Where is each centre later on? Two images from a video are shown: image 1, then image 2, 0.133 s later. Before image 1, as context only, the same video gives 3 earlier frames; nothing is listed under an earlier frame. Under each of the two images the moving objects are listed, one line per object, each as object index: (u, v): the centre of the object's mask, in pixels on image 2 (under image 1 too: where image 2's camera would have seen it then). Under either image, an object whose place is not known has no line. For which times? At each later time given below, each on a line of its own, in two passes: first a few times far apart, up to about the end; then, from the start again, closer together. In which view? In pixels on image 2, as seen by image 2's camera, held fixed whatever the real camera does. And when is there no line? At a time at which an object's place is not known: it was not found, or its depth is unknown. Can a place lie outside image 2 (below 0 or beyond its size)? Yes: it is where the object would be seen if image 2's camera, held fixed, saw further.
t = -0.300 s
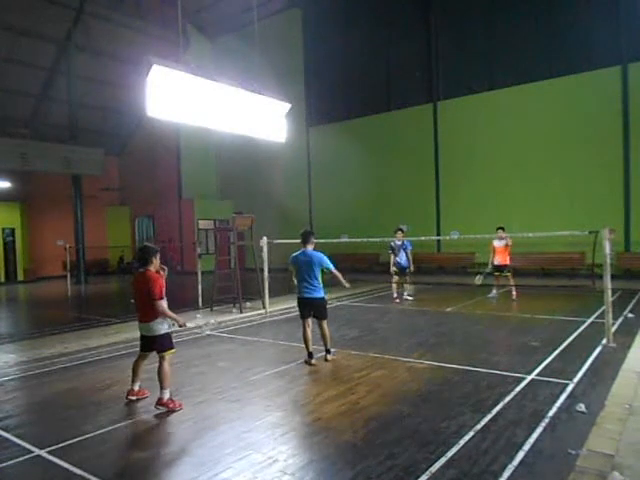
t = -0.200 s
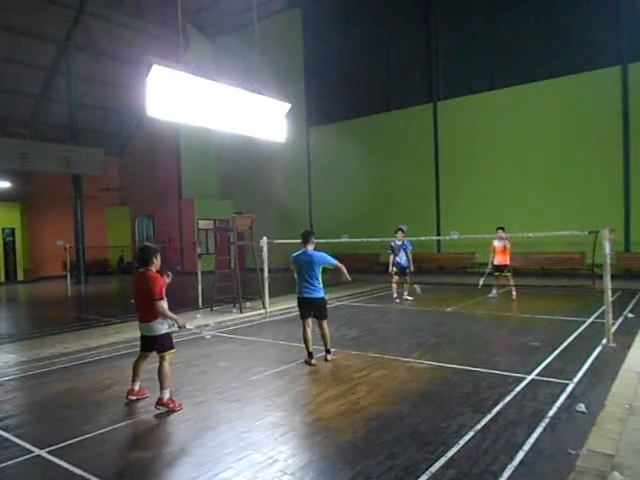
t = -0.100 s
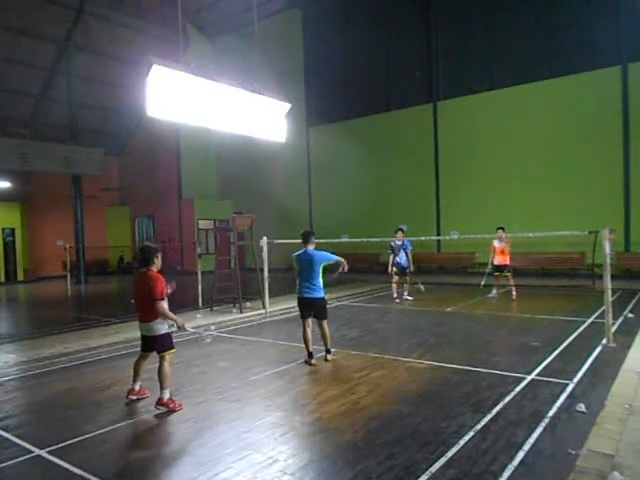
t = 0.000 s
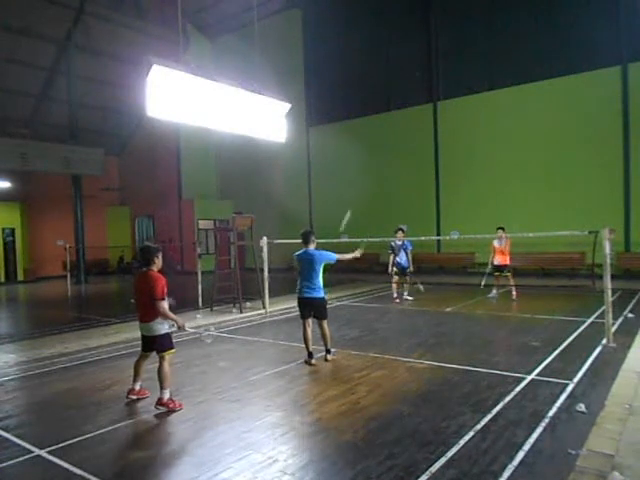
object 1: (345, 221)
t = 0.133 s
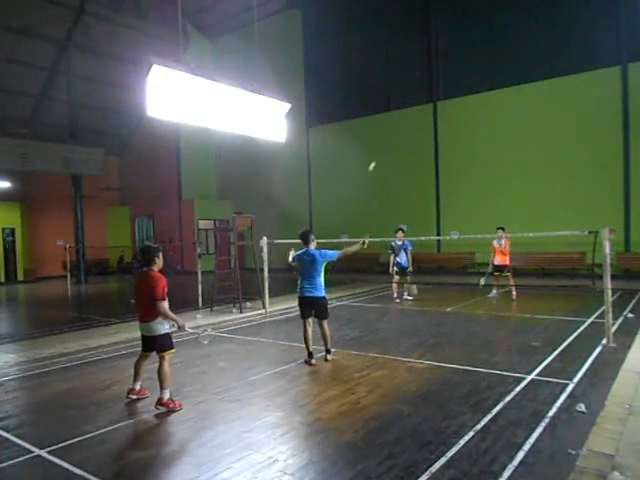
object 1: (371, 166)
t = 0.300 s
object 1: (388, 142)
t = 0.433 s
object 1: (397, 137)
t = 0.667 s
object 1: (410, 146)
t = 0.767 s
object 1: (413, 155)
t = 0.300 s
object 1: (388, 142)
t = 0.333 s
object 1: (391, 139)
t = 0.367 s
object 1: (393, 138)
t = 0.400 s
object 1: (395, 137)
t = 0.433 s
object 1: (397, 137)
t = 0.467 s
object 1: (399, 137)
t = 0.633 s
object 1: (408, 143)
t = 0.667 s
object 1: (410, 146)
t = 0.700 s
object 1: (410, 149)
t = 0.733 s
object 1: (412, 151)
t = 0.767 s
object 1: (413, 155)
